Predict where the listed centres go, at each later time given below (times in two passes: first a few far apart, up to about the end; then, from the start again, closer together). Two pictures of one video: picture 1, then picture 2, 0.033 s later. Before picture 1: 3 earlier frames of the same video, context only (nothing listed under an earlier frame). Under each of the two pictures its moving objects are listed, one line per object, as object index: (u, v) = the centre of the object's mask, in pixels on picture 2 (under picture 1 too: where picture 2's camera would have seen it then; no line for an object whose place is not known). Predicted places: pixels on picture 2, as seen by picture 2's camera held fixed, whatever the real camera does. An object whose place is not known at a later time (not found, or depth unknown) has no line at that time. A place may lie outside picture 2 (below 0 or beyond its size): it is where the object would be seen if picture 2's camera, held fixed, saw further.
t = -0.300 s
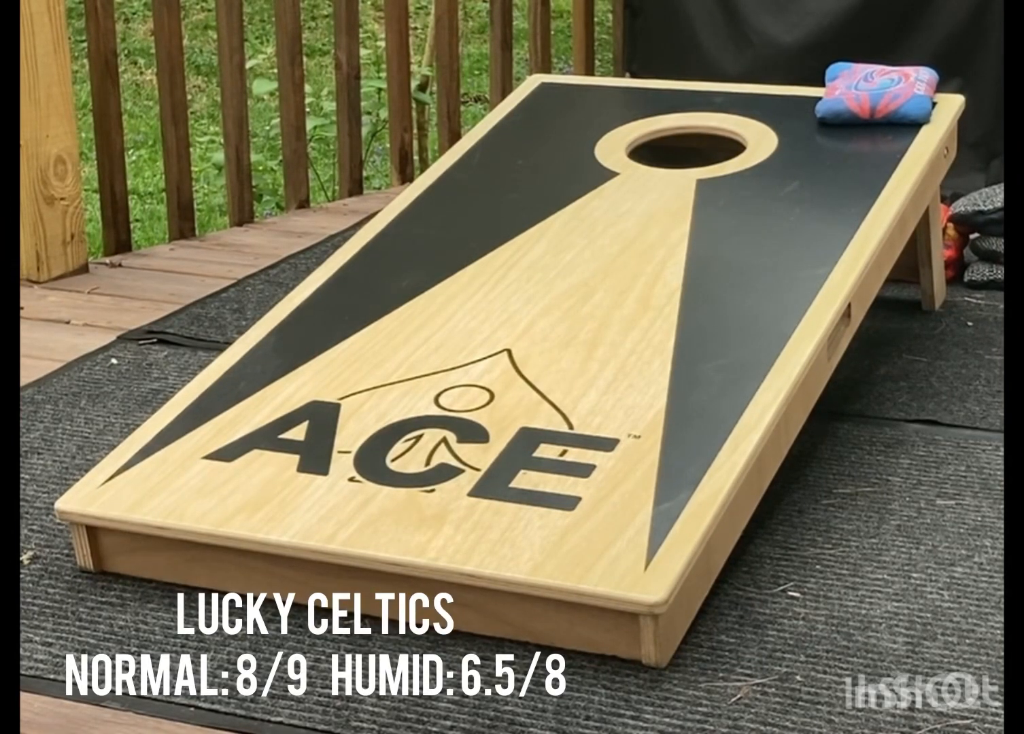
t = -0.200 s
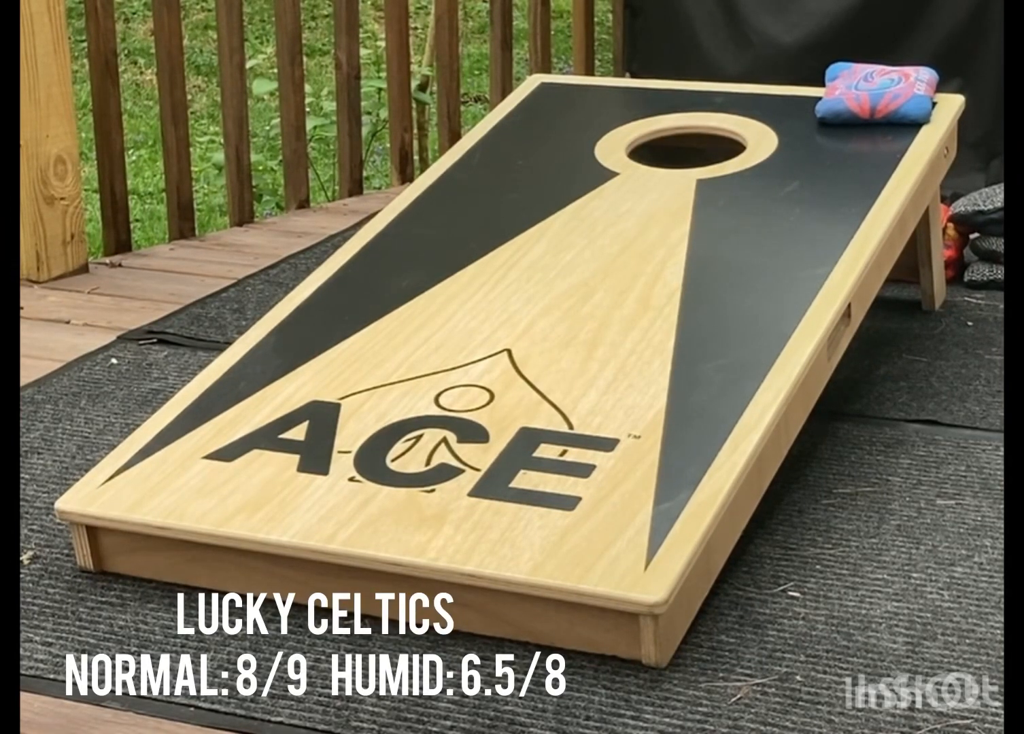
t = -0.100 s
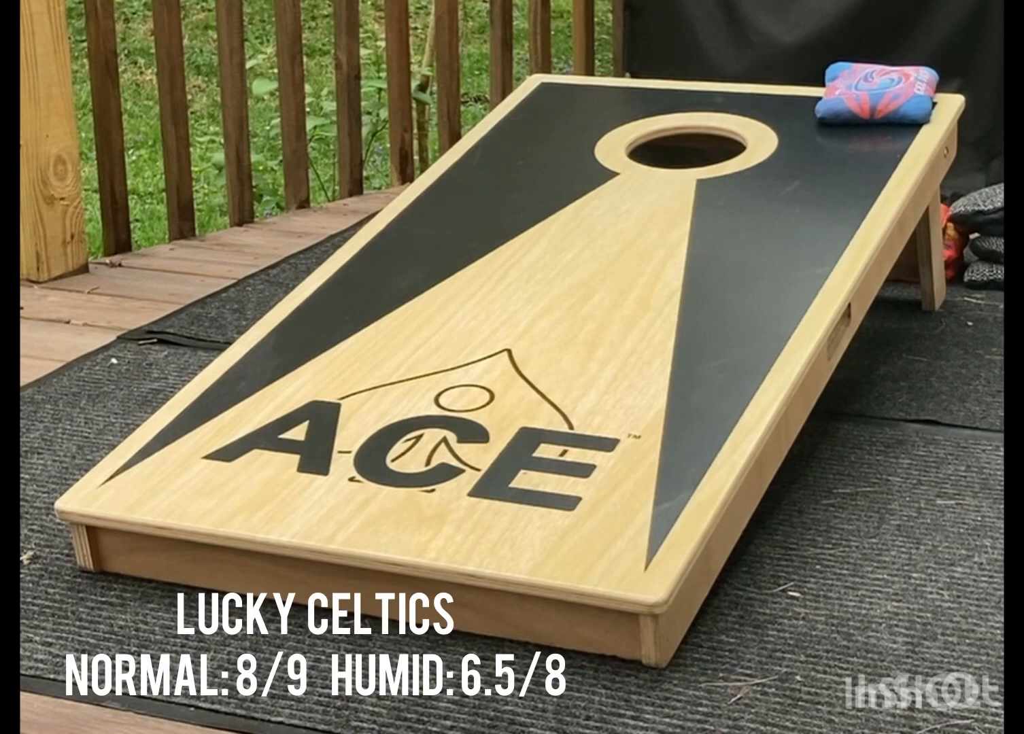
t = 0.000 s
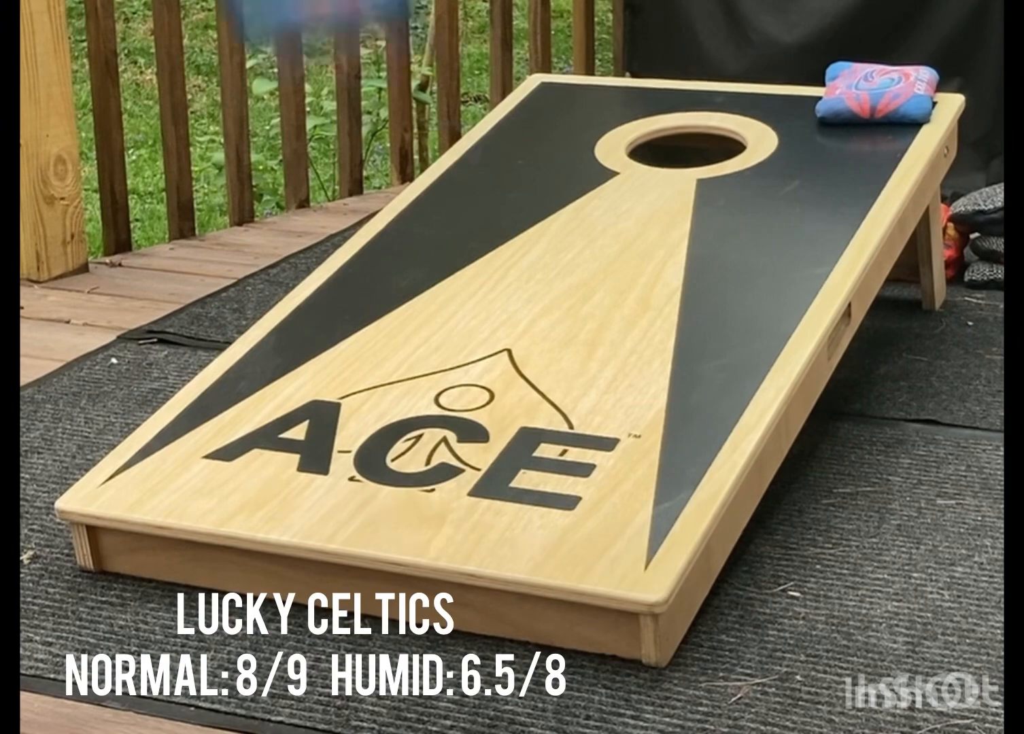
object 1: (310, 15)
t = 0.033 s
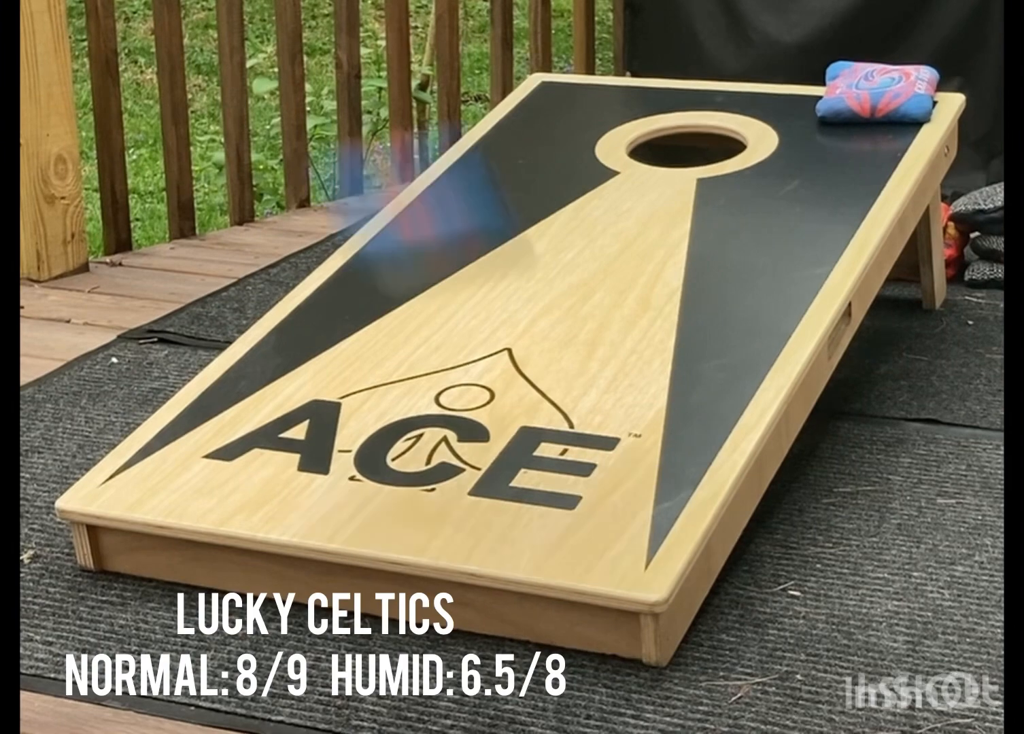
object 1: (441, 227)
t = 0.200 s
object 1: (578, 267)
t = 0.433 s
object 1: (634, 185)
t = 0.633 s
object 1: (632, 186)
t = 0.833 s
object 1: (632, 186)
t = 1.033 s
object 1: (632, 186)
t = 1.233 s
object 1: (632, 186)
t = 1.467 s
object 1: (632, 186)
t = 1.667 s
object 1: (633, 186)
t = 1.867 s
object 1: (632, 186)
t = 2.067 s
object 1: (632, 186)
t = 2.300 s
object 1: (632, 186)
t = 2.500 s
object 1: (632, 186)
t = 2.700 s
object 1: (632, 186)
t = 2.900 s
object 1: (632, 186)
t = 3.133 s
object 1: (632, 186)
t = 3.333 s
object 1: (632, 186)
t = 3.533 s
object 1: (632, 186)
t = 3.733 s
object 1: (632, 186)
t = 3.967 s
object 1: (632, 186)
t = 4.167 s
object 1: (632, 186)
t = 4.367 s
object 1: (632, 186)
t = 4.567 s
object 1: (632, 186)
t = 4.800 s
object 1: (632, 186)
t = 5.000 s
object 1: (632, 186)
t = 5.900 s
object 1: (634, 179)
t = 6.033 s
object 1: (635, 179)
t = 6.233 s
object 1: (635, 178)
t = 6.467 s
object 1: (635, 178)
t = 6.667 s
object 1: (635, 179)
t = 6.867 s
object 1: (635, 179)
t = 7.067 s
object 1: (635, 179)
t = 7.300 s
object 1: (635, 178)
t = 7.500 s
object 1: (635, 179)
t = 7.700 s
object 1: (635, 179)
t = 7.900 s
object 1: (635, 178)
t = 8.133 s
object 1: (635, 178)
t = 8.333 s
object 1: (635, 178)
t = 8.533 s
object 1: (635, 178)
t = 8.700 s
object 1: (635, 178)
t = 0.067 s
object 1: (506, 399)
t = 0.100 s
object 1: (530, 360)
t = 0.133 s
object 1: (548, 328)
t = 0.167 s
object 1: (570, 296)
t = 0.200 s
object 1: (578, 267)
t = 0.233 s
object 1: (598, 248)
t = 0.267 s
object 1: (608, 231)
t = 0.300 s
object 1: (614, 213)
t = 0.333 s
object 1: (623, 200)
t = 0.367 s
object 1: (632, 193)
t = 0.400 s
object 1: (634, 188)
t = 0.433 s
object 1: (634, 185)
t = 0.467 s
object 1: (633, 185)
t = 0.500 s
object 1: (632, 186)
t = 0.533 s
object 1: (632, 186)
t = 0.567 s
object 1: (633, 186)
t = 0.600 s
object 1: (632, 186)
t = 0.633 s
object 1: (632, 186)
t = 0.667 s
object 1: (632, 186)
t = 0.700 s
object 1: (632, 186)
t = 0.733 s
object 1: (633, 186)
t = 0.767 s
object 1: (633, 186)
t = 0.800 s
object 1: (633, 186)
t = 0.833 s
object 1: (632, 186)
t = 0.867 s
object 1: (632, 186)
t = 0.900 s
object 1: (632, 186)
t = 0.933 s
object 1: (632, 186)
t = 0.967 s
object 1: (632, 186)
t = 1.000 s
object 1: (632, 186)
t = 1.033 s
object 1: (632, 186)
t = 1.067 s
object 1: (632, 186)
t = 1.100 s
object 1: (632, 186)
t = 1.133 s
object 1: (632, 186)
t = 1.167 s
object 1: (632, 186)
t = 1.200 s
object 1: (632, 186)
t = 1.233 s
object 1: (632, 186)
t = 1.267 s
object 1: (632, 186)
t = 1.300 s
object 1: (632, 186)
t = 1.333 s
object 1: (632, 186)
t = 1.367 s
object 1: (632, 186)
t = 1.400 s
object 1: (632, 186)
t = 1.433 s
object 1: (632, 186)
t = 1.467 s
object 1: (632, 186)
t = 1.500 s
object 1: (632, 186)
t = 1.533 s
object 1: (632, 186)
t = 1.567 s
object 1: (632, 186)
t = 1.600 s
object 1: (633, 186)
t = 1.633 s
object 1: (633, 186)
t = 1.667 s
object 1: (633, 186)
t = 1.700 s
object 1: (632, 186)
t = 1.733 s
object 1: (633, 186)
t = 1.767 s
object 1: (632, 186)
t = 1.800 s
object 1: (632, 186)
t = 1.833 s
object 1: (633, 186)
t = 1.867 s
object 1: (632, 186)
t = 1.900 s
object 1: (632, 186)
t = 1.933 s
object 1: (632, 186)
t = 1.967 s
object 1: (632, 186)
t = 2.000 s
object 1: (632, 186)
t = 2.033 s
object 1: (632, 186)
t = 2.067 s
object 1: (632, 186)
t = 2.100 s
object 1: (632, 186)
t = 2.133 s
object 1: (632, 186)
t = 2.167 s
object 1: (632, 186)
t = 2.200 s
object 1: (632, 186)
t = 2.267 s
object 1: (632, 186)
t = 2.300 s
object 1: (632, 186)
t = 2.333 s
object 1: (632, 186)
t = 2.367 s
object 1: (632, 186)
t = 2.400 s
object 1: (632, 186)
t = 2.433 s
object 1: (632, 186)
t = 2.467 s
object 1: (632, 186)
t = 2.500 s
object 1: (632, 186)
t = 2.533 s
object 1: (632, 186)
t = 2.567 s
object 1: (632, 186)
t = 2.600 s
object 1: (633, 186)
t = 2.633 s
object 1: (632, 186)
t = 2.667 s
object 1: (632, 186)
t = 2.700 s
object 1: (632, 186)
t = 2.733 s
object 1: (632, 186)
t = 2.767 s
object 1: (633, 186)
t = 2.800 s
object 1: (632, 186)
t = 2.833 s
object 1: (632, 186)
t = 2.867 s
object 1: (632, 186)
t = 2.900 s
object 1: (632, 186)
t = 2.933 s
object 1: (632, 186)
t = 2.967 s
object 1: (632, 186)
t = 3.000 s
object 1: (632, 186)
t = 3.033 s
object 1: (632, 186)
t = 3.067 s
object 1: (632, 186)
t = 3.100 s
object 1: (632, 186)
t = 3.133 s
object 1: (632, 186)
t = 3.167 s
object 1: (632, 186)
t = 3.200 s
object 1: (632, 186)
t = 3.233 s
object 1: (632, 186)
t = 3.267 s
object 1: (632, 186)
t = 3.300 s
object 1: (632, 186)
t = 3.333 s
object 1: (632, 186)
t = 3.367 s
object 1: (632, 186)
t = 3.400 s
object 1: (632, 186)
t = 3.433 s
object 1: (632, 186)
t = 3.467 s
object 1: (632, 186)
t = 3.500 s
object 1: (632, 186)
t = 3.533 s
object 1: (632, 186)
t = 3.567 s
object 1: (632, 186)
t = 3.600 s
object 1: (632, 186)
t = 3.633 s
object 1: (632, 186)
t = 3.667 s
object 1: (632, 186)
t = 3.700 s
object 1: (632, 186)
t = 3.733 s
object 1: (632, 186)
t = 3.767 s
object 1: (632, 186)
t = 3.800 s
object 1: (632, 186)
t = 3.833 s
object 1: (632, 186)
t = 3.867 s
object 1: (632, 186)
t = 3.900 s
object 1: (632, 186)
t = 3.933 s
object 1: (632, 186)
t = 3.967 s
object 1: (632, 186)
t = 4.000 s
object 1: (632, 186)
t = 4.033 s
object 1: (632, 186)
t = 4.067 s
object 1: (632, 186)
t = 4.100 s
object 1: (632, 186)
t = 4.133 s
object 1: (632, 186)
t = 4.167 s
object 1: (632, 186)
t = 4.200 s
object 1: (632, 186)
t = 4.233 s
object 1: (632, 186)
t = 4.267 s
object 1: (632, 186)
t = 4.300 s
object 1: (632, 186)
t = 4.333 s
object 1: (632, 186)
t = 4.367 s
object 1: (632, 186)
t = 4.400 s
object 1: (632, 186)
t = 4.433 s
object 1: (632, 186)
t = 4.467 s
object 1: (632, 186)
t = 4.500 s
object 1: (632, 186)
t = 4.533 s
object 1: (632, 186)
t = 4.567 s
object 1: (632, 186)
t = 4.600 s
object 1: (632, 186)
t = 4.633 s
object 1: (632, 186)
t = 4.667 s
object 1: (632, 186)
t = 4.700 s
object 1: (632, 186)
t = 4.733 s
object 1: (632, 186)
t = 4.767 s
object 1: (632, 186)
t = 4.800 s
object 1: (632, 186)
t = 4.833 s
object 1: (632, 186)
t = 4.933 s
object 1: (632, 186)
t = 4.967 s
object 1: (632, 186)
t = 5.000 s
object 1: (632, 186)
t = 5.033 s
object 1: (632, 186)
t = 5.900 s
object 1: (634, 179)
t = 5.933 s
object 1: (634, 179)
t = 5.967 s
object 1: (635, 179)
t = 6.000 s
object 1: (635, 179)
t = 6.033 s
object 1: (635, 179)
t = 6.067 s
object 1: (635, 179)
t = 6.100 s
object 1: (635, 179)
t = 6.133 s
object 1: (635, 179)
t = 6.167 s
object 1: (635, 179)
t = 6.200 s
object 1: (635, 179)
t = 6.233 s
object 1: (635, 178)
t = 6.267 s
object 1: (635, 178)
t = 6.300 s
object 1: (635, 178)
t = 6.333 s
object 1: (635, 178)
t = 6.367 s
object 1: (635, 178)
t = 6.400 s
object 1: (635, 178)
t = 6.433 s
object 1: (635, 178)
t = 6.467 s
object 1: (635, 178)
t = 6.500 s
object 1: (635, 179)
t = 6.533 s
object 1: (635, 178)
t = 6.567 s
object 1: (635, 178)
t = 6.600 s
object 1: (635, 179)
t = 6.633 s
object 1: (635, 178)
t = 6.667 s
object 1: (635, 179)
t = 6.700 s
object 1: (635, 179)
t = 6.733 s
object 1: (635, 178)
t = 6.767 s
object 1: (635, 178)
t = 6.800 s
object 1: (635, 178)
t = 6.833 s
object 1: (635, 179)
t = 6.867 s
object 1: (635, 179)
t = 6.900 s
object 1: (635, 178)
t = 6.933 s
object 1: (635, 178)
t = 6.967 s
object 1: (635, 179)
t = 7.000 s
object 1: (635, 179)
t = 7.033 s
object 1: (635, 179)
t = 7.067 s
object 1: (635, 179)
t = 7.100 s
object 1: (635, 179)
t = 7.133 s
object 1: (635, 179)
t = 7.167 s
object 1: (635, 179)
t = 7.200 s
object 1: (635, 179)
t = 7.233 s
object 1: (635, 179)
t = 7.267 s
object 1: (635, 179)
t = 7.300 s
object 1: (635, 178)
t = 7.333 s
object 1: (635, 178)
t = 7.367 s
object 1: (635, 179)
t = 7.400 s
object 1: (635, 179)
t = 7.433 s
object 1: (635, 179)
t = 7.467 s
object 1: (635, 179)
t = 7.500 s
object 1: (635, 179)
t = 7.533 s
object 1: (635, 179)
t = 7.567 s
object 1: (635, 178)
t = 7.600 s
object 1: (635, 179)
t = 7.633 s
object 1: (635, 179)
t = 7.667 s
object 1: (635, 179)
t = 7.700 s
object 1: (635, 179)
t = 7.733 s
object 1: (635, 179)
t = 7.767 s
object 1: (635, 179)
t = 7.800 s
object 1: (635, 179)
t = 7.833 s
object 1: (635, 178)
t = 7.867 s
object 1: (635, 178)
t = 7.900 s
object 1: (635, 178)
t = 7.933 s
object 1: (635, 178)
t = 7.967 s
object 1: (635, 178)
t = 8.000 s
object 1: (635, 178)
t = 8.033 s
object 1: (635, 178)
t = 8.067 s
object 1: (635, 178)
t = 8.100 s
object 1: (635, 178)
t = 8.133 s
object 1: (635, 178)
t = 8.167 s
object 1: (635, 178)
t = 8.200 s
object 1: (635, 178)
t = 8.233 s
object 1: (635, 178)
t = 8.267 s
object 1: (635, 178)
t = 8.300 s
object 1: (635, 178)
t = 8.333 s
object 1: (635, 178)
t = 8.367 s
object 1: (635, 178)
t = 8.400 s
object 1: (635, 178)
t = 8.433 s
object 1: (635, 178)
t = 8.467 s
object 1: (635, 178)
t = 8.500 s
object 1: (635, 178)
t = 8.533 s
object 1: (635, 178)
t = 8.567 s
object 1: (635, 179)
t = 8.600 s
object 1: (635, 178)
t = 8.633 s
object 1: (635, 178)
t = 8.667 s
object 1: (635, 178)
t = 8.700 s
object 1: (635, 178)
